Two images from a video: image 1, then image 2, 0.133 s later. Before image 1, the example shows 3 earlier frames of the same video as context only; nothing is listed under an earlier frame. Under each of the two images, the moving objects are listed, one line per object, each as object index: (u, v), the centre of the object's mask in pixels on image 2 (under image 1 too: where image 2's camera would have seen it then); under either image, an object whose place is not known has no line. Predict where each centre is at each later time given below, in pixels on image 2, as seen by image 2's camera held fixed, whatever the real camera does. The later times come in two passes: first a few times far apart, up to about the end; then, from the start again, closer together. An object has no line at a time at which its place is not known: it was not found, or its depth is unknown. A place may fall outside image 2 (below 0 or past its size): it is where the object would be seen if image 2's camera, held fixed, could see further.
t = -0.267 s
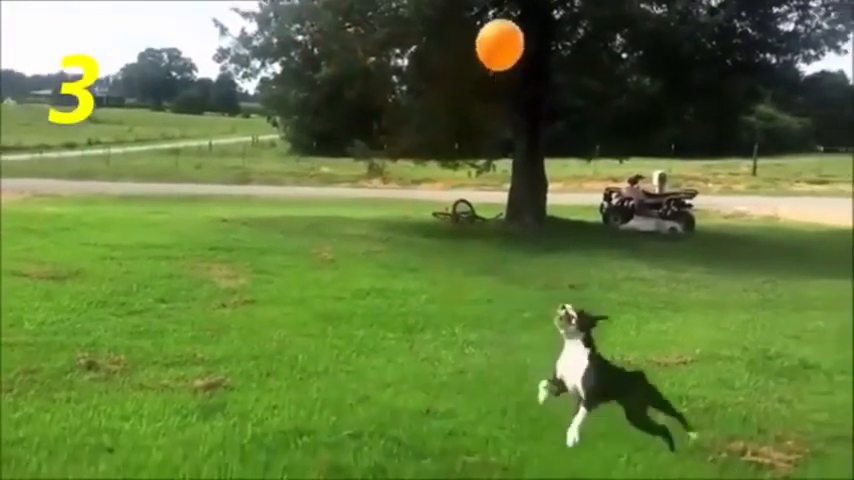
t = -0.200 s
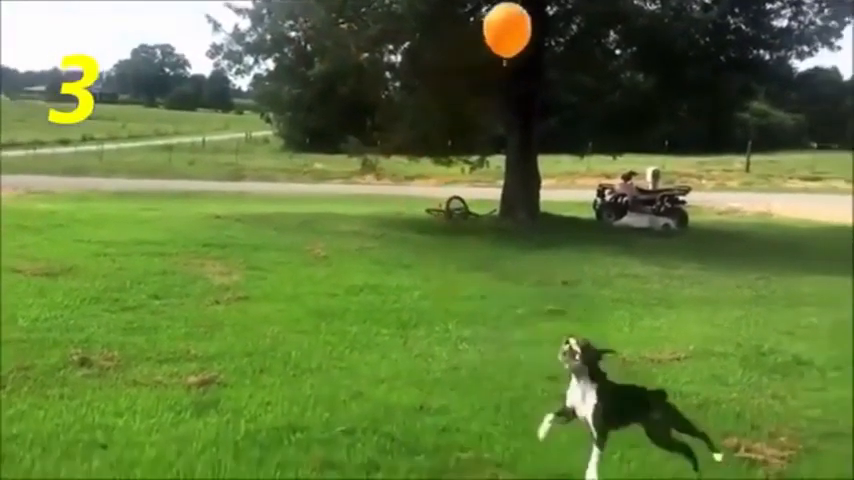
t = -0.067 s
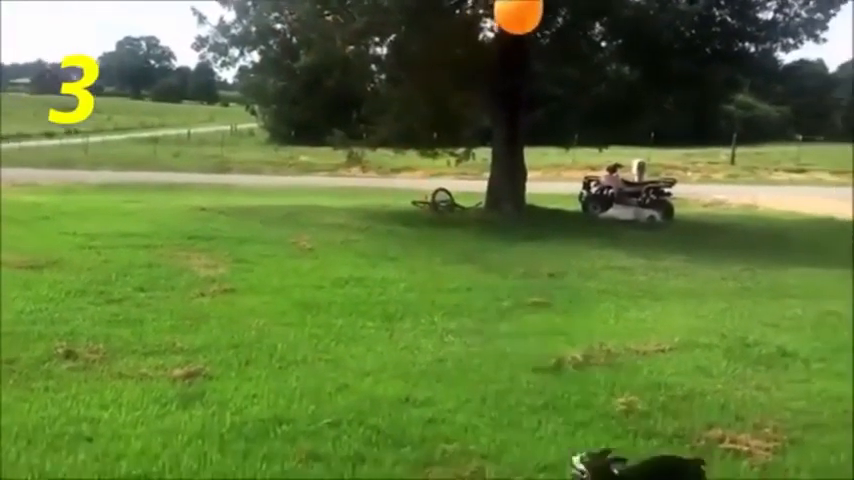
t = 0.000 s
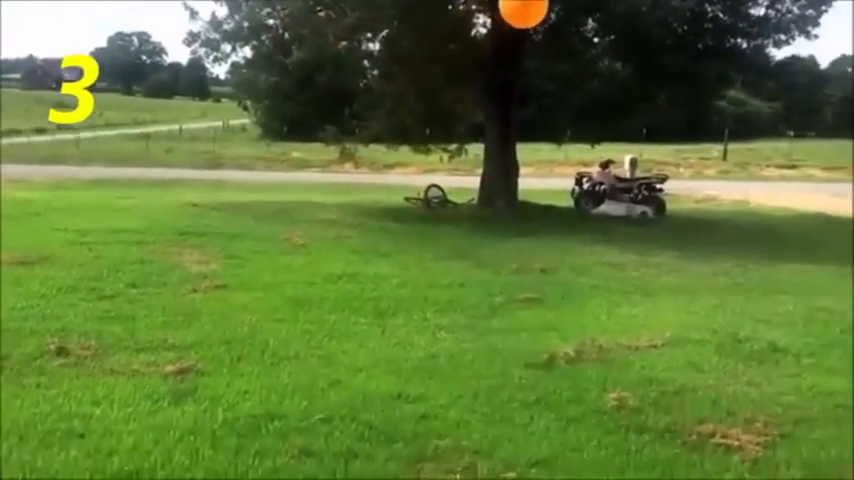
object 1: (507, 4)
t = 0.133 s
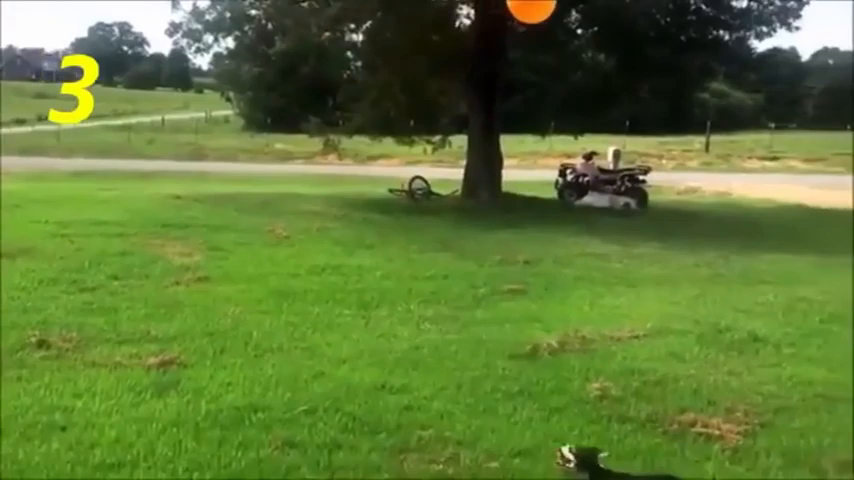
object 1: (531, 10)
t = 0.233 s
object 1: (548, 16)
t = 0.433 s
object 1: (580, 35)
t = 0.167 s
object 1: (536, 12)
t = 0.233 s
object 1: (548, 16)
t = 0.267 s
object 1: (553, 19)
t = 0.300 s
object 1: (559, 21)
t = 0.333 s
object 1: (564, 24)
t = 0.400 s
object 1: (575, 31)
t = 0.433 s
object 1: (580, 35)
